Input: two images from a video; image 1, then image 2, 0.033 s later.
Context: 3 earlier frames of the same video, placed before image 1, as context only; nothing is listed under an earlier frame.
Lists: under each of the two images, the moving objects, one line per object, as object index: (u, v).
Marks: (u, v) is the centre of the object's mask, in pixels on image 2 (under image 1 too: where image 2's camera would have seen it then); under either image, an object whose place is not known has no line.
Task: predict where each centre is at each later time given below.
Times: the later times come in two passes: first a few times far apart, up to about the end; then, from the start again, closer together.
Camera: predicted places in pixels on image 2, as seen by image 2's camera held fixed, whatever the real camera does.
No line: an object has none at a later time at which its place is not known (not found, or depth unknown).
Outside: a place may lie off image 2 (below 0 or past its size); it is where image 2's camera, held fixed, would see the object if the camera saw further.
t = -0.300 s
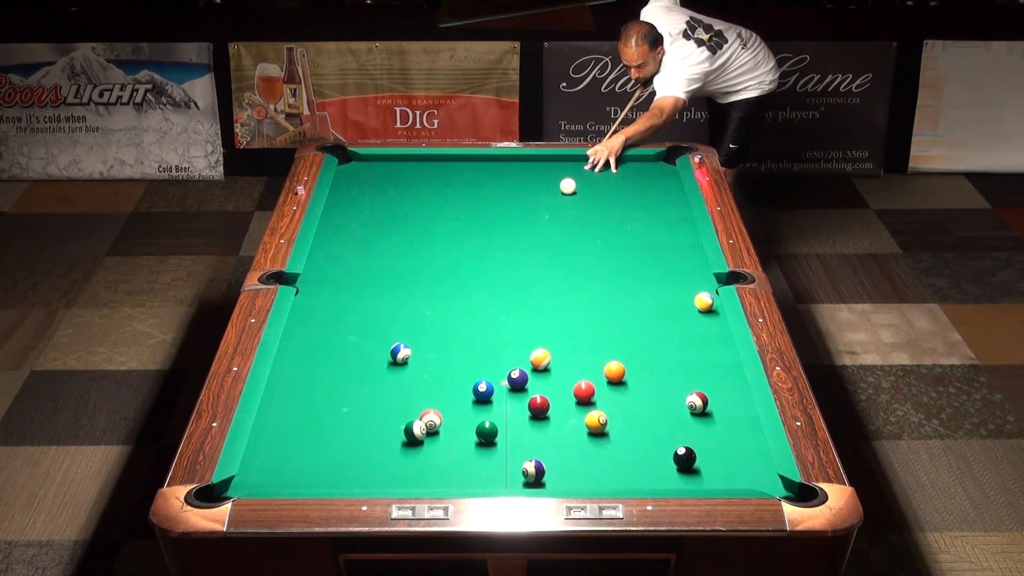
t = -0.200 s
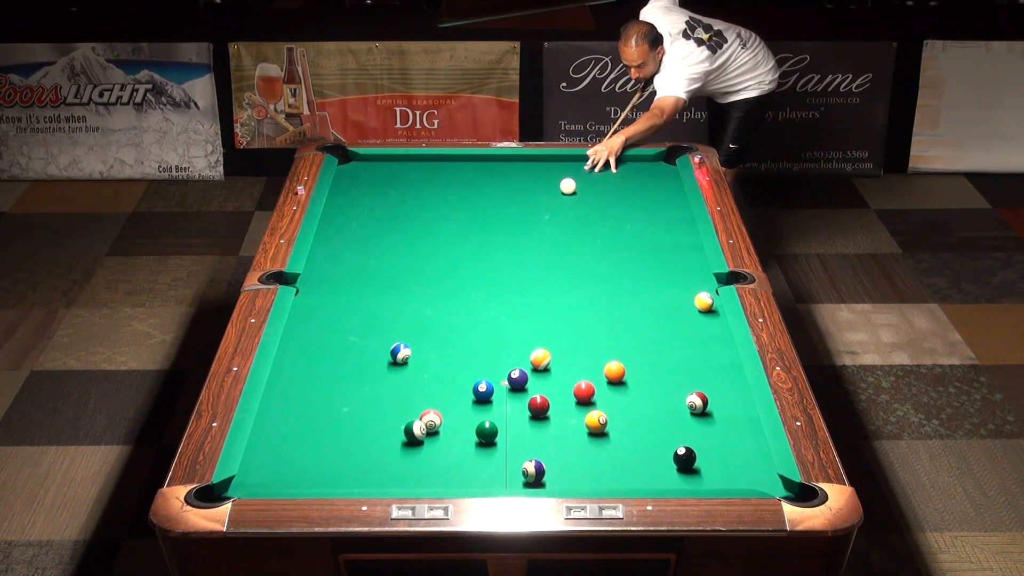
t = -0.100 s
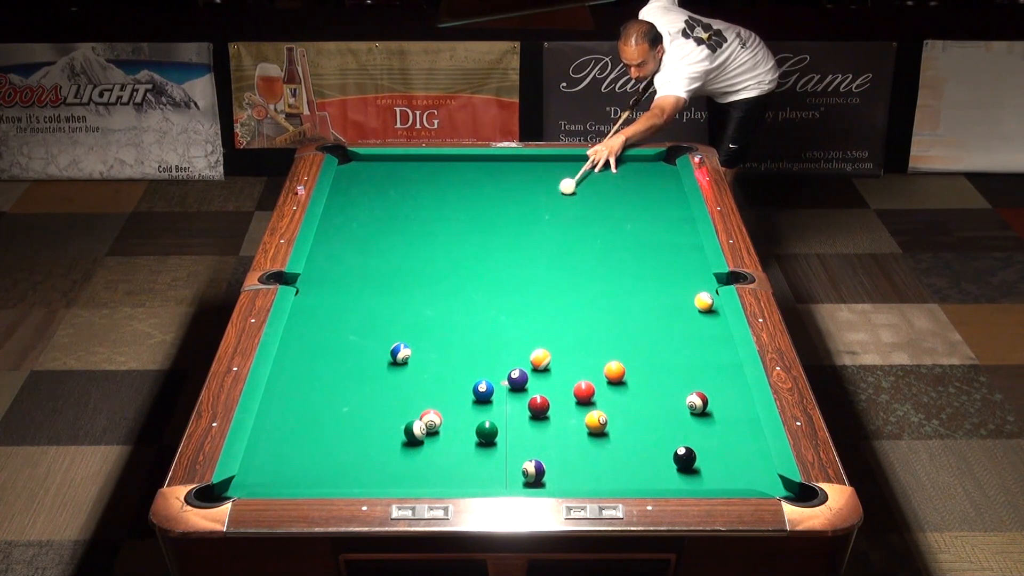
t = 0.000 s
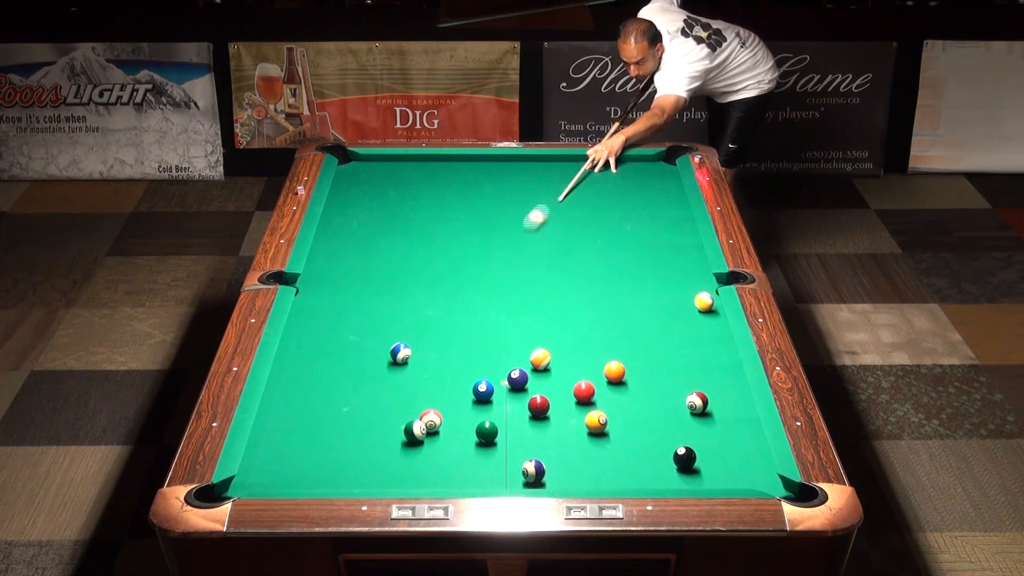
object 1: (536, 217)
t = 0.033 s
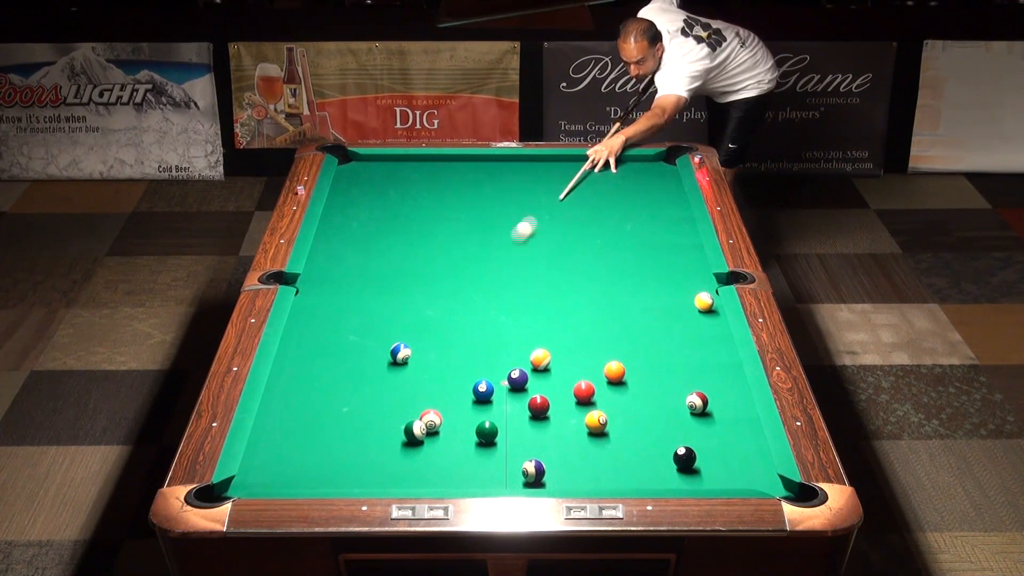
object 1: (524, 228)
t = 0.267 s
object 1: (435, 318)
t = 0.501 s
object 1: (418, 346)
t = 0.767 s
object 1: (429, 348)
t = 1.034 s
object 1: (438, 349)
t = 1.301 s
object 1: (445, 350)
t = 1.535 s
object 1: (450, 351)
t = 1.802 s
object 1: (454, 352)
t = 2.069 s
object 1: (456, 352)
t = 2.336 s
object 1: (457, 353)
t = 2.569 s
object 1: (457, 353)
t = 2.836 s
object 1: (457, 353)
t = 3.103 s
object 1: (457, 353)
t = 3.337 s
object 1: (457, 353)
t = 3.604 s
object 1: (457, 353)
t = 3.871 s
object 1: (457, 353)
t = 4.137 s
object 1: (457, 353)
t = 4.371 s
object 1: (457, 353)
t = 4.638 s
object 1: (457, 353)
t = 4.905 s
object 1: (457, 353)
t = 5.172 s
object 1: (457, 353)
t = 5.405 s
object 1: (457, 353)
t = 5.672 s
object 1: (457, 353)
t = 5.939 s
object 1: (457, 353)
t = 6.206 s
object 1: (457, 353)
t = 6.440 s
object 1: (457, 353)
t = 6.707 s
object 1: (457, 353)
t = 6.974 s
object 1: (457, 353)
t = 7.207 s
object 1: (457, 353)
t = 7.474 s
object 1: (457, 353)
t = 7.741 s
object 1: (457, 353)
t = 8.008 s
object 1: (457, 353)
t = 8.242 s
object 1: (457, 353)
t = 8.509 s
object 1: (457, 353)
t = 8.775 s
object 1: (457, 353)
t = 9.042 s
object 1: (457, 353)
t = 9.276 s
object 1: (457, 353)
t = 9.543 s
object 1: (457, 353)
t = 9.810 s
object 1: (457, 353)
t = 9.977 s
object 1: (457, 353)
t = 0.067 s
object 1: (512, 241)
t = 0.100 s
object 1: (499, 254)
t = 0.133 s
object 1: (487, 266)
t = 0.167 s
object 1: (474, 278)
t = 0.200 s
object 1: (461, 292)
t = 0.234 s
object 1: (448, 306)
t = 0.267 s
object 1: (435, 318)
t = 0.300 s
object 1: (422, 333)
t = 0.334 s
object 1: (412, 343)
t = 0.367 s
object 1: (412, 345)
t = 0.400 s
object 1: (414, 345)
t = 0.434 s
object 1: (415, 346)
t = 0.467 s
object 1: (417, 346)
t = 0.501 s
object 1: (418, 346)
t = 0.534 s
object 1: (420, 346)
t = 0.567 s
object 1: (421, 346)
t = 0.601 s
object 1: (423, 347)
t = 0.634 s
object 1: (424, 347)
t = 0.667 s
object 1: (425, 347)
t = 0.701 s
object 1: (426, 347)
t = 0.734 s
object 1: (428, 347)
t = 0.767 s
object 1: (429, 348)
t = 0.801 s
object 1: (430, 348)
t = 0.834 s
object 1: (431, 348)
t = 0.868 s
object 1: (433, 348)
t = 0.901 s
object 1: (434, 348)
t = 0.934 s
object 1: (435, 348)
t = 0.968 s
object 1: (436, 348)
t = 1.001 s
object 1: (437, 349)
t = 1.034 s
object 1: (438, 349)
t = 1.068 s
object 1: (439, 349)
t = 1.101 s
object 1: (440, 349)
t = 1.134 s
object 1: (441, 349)
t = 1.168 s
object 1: (442, 350)
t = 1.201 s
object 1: (443, 350)
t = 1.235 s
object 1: (443, 350)
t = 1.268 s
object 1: (444, 350)
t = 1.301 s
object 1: (445, 350)
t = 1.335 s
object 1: (446, 350)
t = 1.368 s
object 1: (447, 350)
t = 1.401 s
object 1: (447, 351)
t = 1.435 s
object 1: (448, 351)
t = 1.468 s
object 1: (449, 351)
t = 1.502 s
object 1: (449, 351)
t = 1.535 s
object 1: (450, 351)
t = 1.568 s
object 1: (451, 351)
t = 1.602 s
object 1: (451, 351)
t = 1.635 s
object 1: (452, 351)
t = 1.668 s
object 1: (452, 352)
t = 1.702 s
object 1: (453, 352)
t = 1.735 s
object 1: (453, 352)
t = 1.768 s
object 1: (454, 352)
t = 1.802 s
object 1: (454, 352)
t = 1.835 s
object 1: (454, 352)
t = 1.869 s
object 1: (455, 352)
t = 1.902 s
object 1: (455, 352)
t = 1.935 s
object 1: (456, 352)
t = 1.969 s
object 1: (456, 352)
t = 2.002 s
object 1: (456, 352)
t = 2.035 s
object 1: (456, 352)
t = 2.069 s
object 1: (456, 352)
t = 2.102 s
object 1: (457, 353)
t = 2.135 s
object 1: (457, 353)
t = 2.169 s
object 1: (457, 353)
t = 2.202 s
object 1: (457, 353)
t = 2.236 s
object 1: (457, 353)
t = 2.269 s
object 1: (457, 353)
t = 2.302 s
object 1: (457, 353)
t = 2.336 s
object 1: (457, 353)
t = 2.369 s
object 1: (457, 353)
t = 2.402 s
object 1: (457, 353)
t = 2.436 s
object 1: (457, 353)
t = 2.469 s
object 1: (457, 353)
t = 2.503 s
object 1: (457, 353)
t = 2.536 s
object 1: (457, 353)
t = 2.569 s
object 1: (457, 353)
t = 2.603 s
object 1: (457, 353)
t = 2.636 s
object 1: (457, 353)
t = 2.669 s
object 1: (457, 353)
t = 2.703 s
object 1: (457, 353)
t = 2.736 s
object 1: (457, 353)
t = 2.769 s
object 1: (457, 353)
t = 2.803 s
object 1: (457, 353)
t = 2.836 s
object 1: (457, 353)
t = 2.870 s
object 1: (457, 353)
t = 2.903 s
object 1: (457, 353)
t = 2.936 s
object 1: (457, 353)
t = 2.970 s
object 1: (457, 353)
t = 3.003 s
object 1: (457, 353)
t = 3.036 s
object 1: (457, 353)
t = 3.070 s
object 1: (457, 353)
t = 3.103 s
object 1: (457, 353)
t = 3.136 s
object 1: (457, 353)
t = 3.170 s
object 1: (457, 353)
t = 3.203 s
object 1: (457, 353)
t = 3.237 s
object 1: (457, 353)
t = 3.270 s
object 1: (457, 353)
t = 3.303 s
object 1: (457, 353)
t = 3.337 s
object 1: (457, 353)
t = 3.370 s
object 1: (457, 353)
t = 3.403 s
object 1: (457, 353)
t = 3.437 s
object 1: (457, 353)
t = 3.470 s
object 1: (457, 353)
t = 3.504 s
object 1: (457, 353)
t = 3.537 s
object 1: (457, 353)
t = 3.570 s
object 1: (457, 353)
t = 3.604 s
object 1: (457, 353)
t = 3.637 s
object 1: (457, 353)
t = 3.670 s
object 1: (457, 353)
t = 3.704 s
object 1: (457, 353)
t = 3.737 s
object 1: (457, 353)
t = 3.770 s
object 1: (457, 353)
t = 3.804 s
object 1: (457, 353)
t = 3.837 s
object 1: (457, 353)
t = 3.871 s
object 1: (457, 353)
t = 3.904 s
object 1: (457, 353)
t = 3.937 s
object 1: (457, 353)
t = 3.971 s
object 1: (457, 353)
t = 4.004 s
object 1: (457, 353)
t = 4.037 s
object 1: (457, 353)
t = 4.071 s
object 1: (457, 353)
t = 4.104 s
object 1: (457, 353)
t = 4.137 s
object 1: (457, 353)
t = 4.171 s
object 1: (457, 353)
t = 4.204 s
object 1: (457, 353)
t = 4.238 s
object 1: (457, 353)
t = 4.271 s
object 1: (457, 353)
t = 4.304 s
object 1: (457, 353)
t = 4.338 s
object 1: (457, 353)
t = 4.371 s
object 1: (457, 353)
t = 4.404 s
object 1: (457, 353)
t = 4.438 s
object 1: (457, 353)
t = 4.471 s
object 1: (457, 353)
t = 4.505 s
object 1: (457, 353)
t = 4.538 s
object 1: (457, 353)
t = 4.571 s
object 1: (457, 353)
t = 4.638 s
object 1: (457, 353)
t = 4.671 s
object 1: (457, 353)
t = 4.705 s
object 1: (457, 353)
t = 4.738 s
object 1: (457, 353)
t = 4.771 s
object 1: (457, 353)
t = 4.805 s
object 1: (457, 353)
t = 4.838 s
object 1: (457, 353)
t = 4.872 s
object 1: (457, 353)
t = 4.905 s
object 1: (457, 353)
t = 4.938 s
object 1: (457, 353)
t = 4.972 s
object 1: (457, 353)
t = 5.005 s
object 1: (457, 353)
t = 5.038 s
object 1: (457, 353)
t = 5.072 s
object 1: (457, 353)
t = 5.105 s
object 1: (457, 353)
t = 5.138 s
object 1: (457, 353)
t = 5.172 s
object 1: (457, 353)
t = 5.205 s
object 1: (457, 353)
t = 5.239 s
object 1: (457, 353)
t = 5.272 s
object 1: (457, 353)
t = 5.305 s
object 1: (457, 353)
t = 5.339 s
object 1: (457, 353)
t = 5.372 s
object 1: (457, 353)
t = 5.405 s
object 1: (457, 353)
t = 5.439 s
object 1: (457, 353)
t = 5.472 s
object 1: (457, 353)
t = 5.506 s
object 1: (457, 353)
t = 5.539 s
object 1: (457, 353)
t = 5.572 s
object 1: (457, 353)
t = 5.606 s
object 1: (457, 353)
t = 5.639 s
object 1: (457, 353)
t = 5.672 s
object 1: (457, 353)
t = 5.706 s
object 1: (457, 353)
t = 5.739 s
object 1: (457, 353)
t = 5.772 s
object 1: (457, 353)
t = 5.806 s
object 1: (457, 353)
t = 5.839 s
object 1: (457, 353)
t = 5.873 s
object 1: (457, 353)
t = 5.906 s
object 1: (457, 353)
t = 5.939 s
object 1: (457, 353)
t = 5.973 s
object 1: (457, 353)
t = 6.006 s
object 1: (457, 353)
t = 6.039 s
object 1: (457, 353)
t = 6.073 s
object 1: (457, 353)
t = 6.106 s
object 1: (457, 353)
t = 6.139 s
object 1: (457, 353)
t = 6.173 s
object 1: (457, 353)
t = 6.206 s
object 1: (457, 353)
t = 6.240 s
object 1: (457, 353)
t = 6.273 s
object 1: (457, 353)
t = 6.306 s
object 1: (457, 353)
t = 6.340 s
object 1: (457, 353)
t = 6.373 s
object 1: (457, 353)
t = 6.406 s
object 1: (457, 353)
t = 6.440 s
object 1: (457, 353)
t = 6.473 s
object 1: (457, 353)
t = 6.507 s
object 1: (457, 353)
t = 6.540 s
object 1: (457, 353)
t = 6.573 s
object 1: (457, 353)
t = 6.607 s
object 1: (457, 353)
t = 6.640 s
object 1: (457, 353)
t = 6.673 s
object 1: (457, 353)
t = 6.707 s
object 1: (457, 353)
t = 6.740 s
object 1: (457, 353)
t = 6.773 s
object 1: (457, 353)
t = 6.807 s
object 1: (457, 353)
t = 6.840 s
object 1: (457, 353)
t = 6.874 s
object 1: (457, 353)
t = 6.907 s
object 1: (457, 353)
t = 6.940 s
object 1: (457, 353)
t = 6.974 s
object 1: (457, 353)
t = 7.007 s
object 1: (457, 353)
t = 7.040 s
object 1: (457, 353)
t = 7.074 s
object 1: (457, 353)
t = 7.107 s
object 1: (457, 353)
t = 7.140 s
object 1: (457, 353)
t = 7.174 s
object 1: (457, 353)
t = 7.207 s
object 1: (457, 353)
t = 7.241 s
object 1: (457, 353)
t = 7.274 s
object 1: (457, 353)
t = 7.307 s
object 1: (457, 353)
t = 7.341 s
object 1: (457, 353)
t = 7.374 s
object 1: (457, 353)
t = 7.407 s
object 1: (457, 353)
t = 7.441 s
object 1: (457, 353)
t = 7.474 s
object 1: (457, 353)
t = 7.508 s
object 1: (457, 353)
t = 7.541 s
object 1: (457, 353)
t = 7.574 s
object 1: (457, 353)
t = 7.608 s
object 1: (457, 353)
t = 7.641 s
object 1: (457, 353)
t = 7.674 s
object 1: (457, 353)
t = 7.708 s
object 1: (457, 353)
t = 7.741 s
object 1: (457, 353)
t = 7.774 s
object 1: (457, 353)
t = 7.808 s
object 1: (457, 353)
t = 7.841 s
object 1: (457, 353)
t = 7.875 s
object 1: (457, 353)
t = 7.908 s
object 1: (457, 353)
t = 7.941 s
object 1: (457, 353)
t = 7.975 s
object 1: (457, 353)
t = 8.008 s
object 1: (457, 353)
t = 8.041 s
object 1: (457, 353)
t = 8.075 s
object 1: (457, 353)
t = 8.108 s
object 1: (457, 353)
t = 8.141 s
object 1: (457, 353)
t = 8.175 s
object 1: (457, 353)
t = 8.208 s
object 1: (457, 353)
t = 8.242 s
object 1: (457, 353)
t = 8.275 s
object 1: (457, 353)
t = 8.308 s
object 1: (457, 353)
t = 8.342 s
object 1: (457, 353)
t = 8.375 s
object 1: (457, 353)
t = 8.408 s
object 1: (457, 353)
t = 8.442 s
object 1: (457, 353)
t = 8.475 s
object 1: (457, 353)
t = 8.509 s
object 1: (457, 353)
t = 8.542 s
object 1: (457, 353)
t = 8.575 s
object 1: (457, 353)
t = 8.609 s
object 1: (457, 353)
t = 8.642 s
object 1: (457, 353)
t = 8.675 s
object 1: (457, 353)
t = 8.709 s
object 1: (457, 353)
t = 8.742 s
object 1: (457, 353)
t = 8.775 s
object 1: (457, 353)
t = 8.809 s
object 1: (457, 353)
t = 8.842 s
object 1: (457, 353)
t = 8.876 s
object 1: (457, 353)
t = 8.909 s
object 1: (457, 353)
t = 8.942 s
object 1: (457, 353)
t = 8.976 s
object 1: (457, 353)
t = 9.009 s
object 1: (457, 353)
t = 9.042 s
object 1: (457, 353)
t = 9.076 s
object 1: (457, 353)
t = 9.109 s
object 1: (457, 353)
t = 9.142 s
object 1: (457, 353)
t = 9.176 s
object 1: (457, 353)
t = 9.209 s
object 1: (457, 353)
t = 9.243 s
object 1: (457, 353)
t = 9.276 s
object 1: (457, 353)
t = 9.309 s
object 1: (457, 353)
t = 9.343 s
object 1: (457, 353)
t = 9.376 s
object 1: (457, 353)
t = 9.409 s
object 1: (457, 353)
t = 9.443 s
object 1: (457, 353)
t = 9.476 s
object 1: (457, 353)
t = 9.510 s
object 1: (457, 353)
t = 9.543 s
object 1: (457, 353)
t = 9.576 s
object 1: (457, 353)
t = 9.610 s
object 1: (457, 353)
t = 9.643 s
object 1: (457, 353)
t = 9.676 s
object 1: (457, 353)
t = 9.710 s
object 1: (457, 353)
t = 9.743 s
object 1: (457, 353)
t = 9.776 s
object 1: (457, 353)
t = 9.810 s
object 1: (457, 353)
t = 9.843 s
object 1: (457, 353)
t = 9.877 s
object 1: (457, 353)
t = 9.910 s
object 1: (457, 353)
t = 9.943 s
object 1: (457, 353)
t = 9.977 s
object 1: (457, 353)
